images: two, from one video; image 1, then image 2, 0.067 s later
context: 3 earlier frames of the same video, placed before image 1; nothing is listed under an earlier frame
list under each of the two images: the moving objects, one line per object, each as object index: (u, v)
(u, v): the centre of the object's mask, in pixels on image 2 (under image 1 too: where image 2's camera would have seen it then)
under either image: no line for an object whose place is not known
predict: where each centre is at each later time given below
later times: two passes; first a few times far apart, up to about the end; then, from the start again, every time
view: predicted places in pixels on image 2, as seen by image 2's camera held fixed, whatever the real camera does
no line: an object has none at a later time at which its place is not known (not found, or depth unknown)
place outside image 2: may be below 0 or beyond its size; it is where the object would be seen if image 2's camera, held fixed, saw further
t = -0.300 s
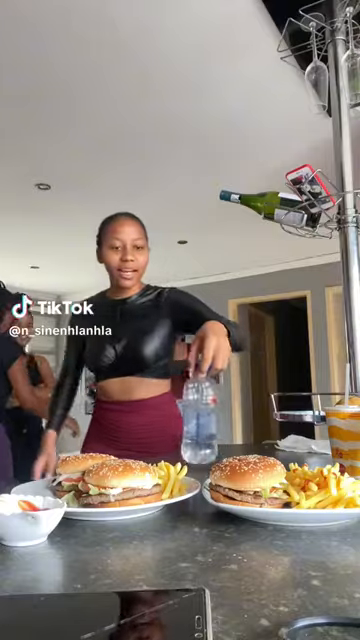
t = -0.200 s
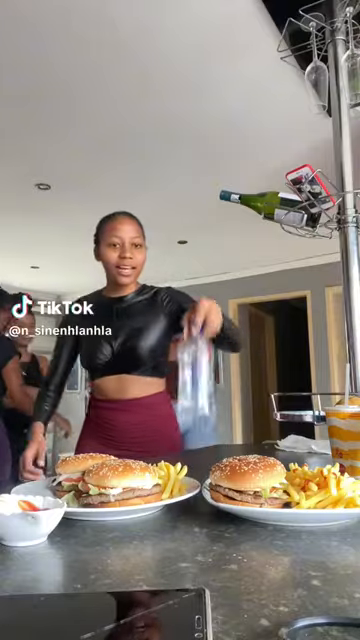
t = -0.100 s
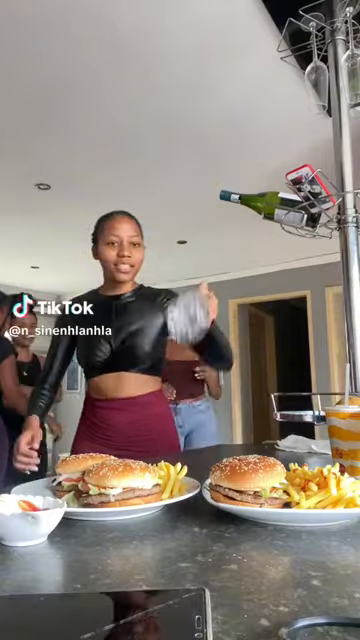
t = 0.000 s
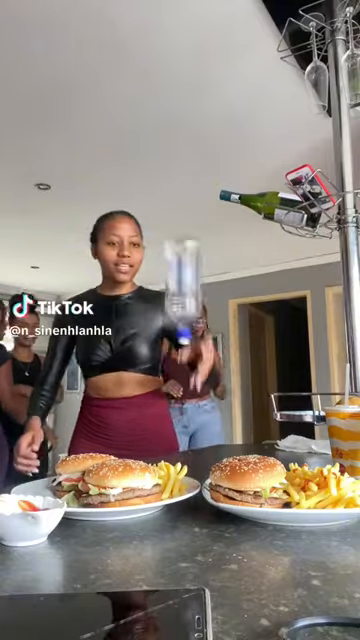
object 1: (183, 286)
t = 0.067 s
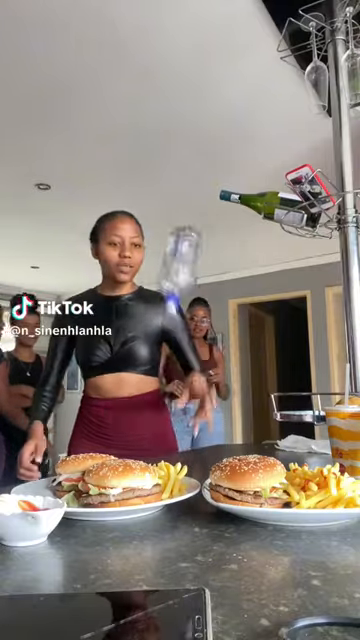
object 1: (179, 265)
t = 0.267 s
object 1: (175, 343)
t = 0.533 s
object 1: (177, 447)
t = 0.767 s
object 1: (179, 445)
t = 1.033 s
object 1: (183, 446)
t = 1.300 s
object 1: (188, 447)
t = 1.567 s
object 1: (192, 447)
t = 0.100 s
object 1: (178, 263)
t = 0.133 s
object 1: (180, 268)
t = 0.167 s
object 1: (178, 281)
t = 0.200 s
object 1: (173, 296)
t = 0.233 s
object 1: (175, 317)
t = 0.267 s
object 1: (175, 343)
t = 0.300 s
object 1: (174, 372)
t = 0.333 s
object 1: (174, 406)
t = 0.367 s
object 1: (174, 430)
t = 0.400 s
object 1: (174, 446)
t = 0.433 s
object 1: (174, 446)
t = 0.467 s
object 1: (174, 447)
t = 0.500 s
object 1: (175, 447)
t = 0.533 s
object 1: (177, 447)
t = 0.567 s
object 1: (177, 446)
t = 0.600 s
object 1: (177, 446)
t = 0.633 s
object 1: (177, 446)
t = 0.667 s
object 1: (177, 446)
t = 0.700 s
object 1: (177, 446)
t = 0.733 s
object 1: (178, 446)
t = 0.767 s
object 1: (179, 445)
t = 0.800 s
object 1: (179, 446)
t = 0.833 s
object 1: (179, 445)
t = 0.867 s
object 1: (179, 446)
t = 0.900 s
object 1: (180, 445)
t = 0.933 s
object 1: (181, 446)
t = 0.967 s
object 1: (181, 446)
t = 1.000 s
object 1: (181, 445)
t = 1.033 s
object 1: (183, 446)
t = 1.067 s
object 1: (183, 447)
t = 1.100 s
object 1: (184, 447)
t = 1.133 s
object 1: (184, 447)
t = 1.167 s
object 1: (184, 447)
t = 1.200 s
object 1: (185, 447)
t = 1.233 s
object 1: (186, 446)
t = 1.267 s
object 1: (186, 446)
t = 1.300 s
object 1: (188, 447)
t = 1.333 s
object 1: (188, 446)
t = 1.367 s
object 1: (188, 446)
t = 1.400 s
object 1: (189, 447)
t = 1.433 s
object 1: (190, 446)
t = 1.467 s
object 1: (190, 447)
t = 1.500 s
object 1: (191, 447)
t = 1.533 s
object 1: (192, 447)
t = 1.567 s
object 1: (192, 447)
